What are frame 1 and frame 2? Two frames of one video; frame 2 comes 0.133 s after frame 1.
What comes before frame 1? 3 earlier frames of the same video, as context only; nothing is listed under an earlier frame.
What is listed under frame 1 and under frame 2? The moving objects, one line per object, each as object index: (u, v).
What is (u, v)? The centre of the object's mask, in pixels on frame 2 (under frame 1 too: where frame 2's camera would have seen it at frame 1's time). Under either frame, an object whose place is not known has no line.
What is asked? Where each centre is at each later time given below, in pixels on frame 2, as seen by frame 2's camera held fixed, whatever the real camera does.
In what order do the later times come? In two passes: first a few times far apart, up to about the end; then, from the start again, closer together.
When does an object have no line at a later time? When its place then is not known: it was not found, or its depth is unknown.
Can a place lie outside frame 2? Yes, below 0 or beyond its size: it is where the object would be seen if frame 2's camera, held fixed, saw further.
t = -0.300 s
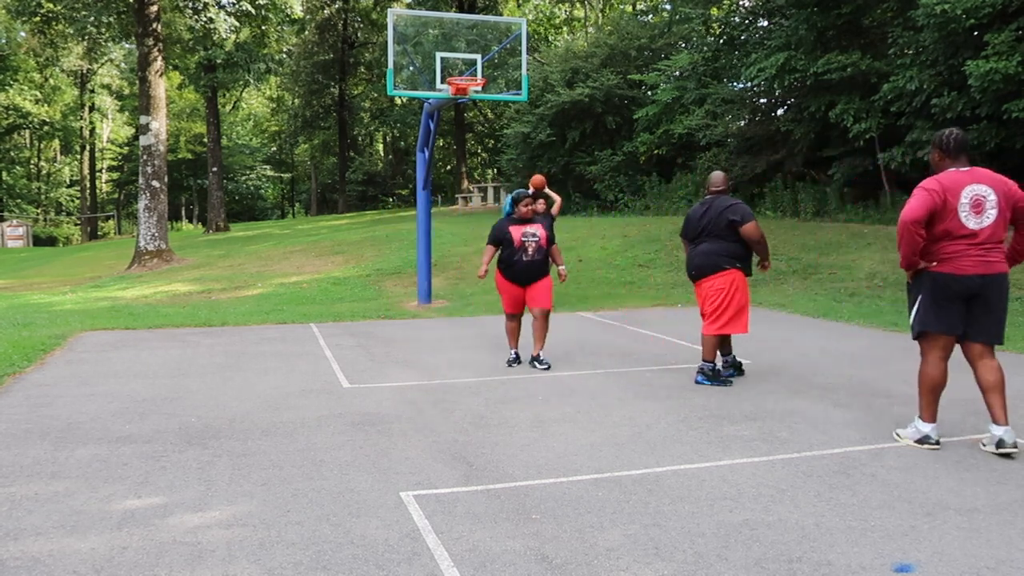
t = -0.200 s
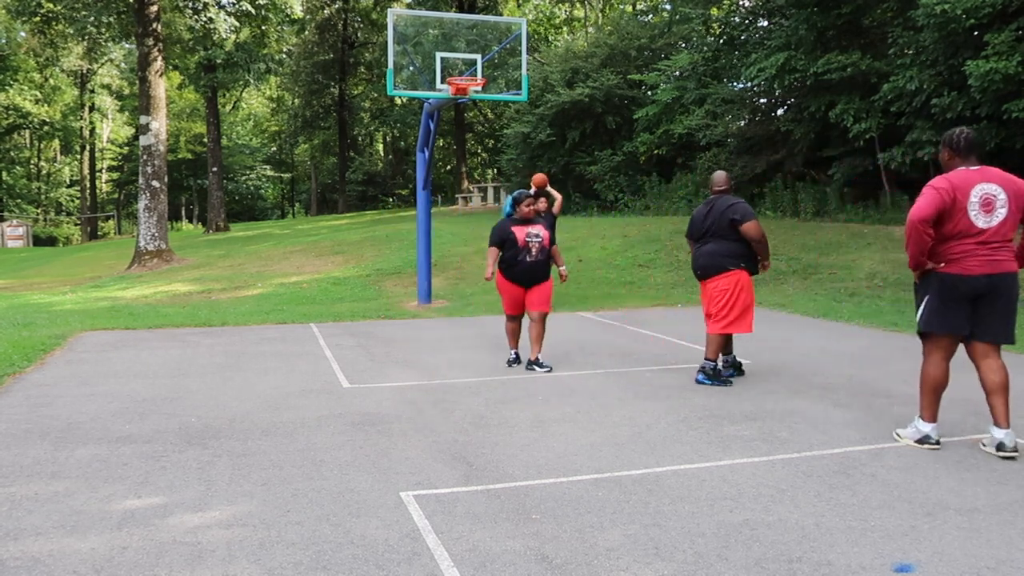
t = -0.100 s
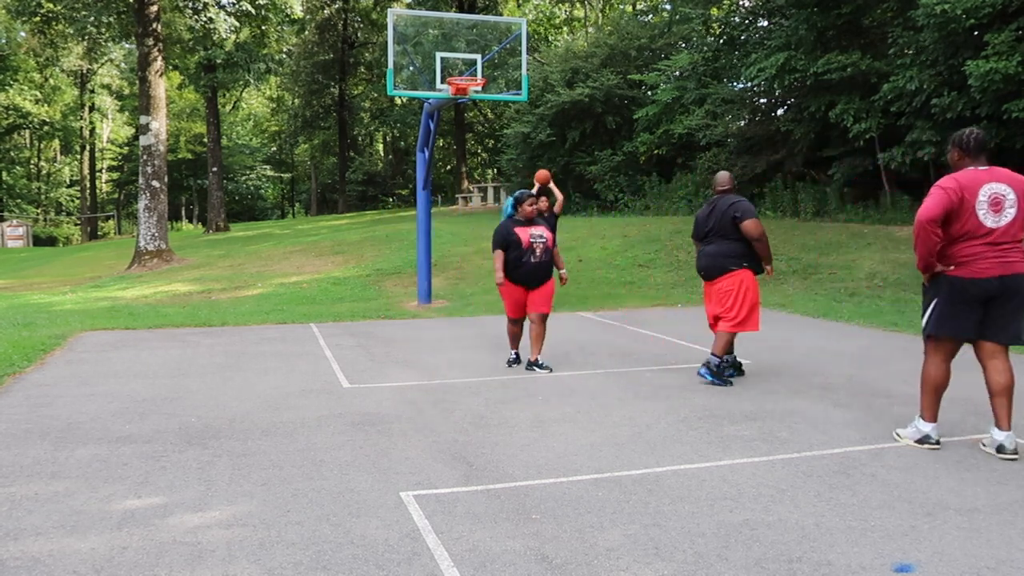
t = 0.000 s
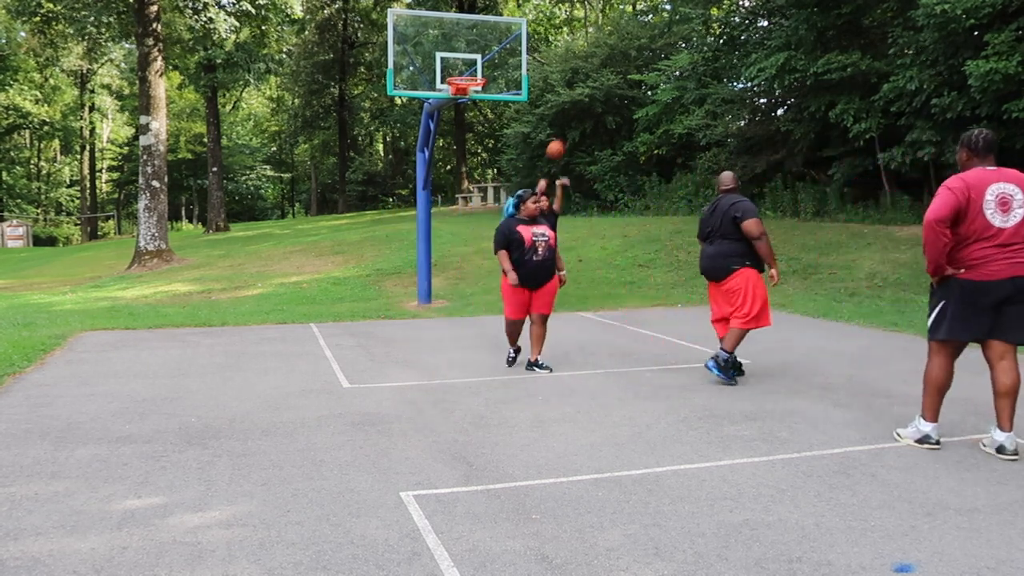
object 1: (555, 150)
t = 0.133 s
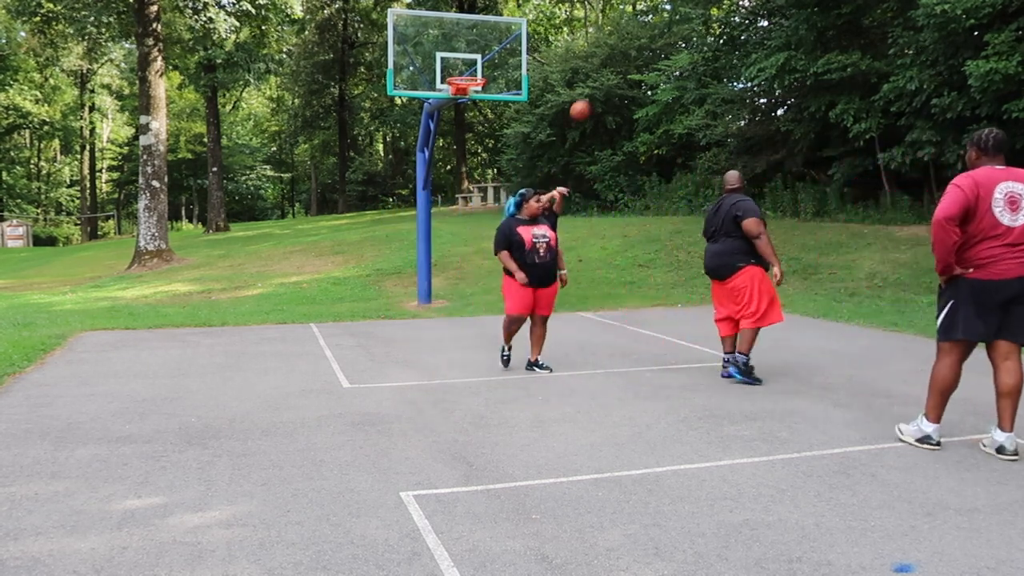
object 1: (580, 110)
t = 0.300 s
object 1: (618, 72)
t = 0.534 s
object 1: (692, 49)
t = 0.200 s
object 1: (594, 93)
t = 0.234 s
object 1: (602, 85)
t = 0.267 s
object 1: (610, 78)
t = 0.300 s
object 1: (618, 72)
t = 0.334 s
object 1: (627, 66)
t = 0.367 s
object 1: (637, 61)
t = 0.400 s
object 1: (647, 57)
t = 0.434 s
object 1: (657, 53)
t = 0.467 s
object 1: (668, 51)
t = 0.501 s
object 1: (680, 49)
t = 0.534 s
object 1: (692, 49)
